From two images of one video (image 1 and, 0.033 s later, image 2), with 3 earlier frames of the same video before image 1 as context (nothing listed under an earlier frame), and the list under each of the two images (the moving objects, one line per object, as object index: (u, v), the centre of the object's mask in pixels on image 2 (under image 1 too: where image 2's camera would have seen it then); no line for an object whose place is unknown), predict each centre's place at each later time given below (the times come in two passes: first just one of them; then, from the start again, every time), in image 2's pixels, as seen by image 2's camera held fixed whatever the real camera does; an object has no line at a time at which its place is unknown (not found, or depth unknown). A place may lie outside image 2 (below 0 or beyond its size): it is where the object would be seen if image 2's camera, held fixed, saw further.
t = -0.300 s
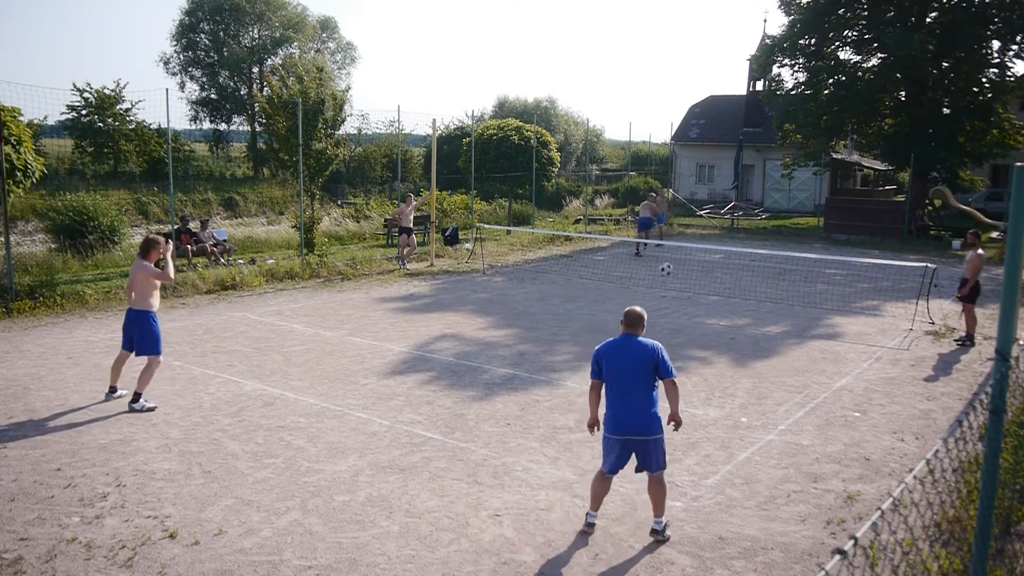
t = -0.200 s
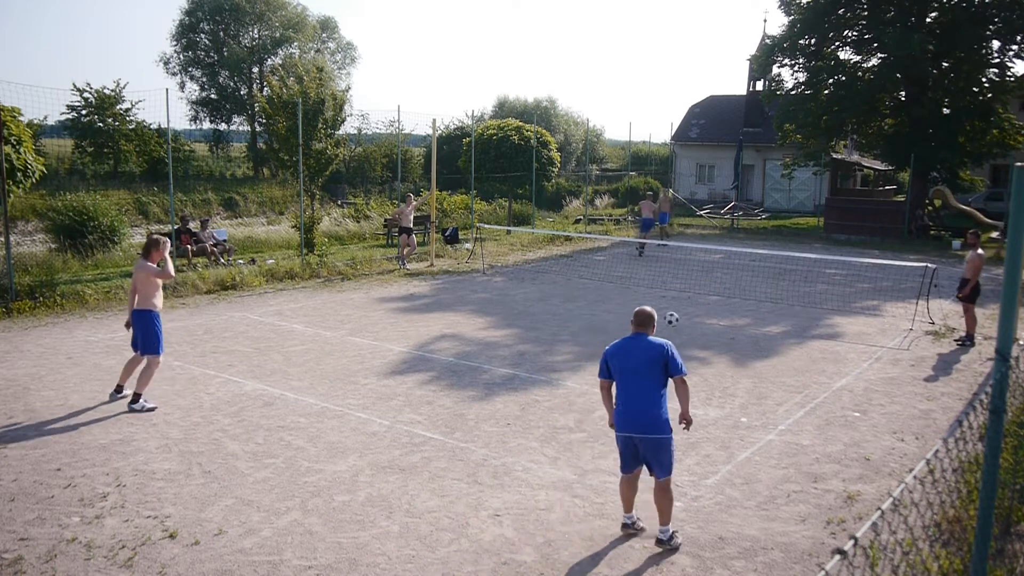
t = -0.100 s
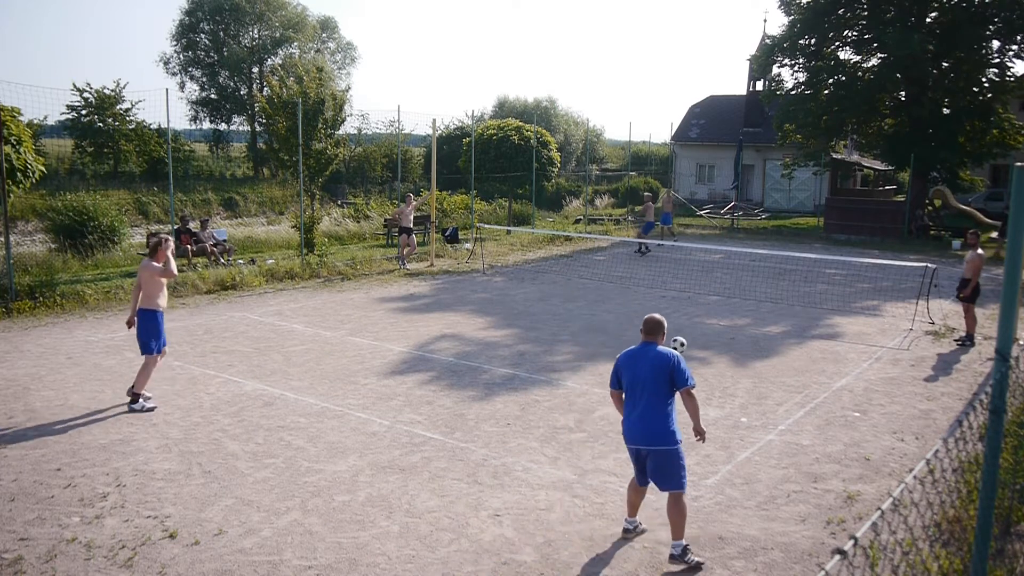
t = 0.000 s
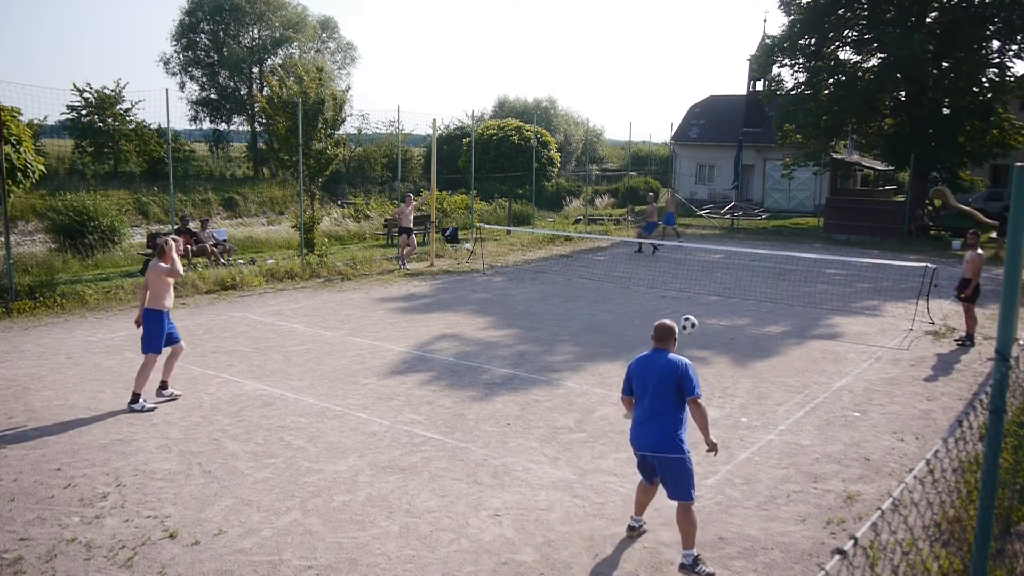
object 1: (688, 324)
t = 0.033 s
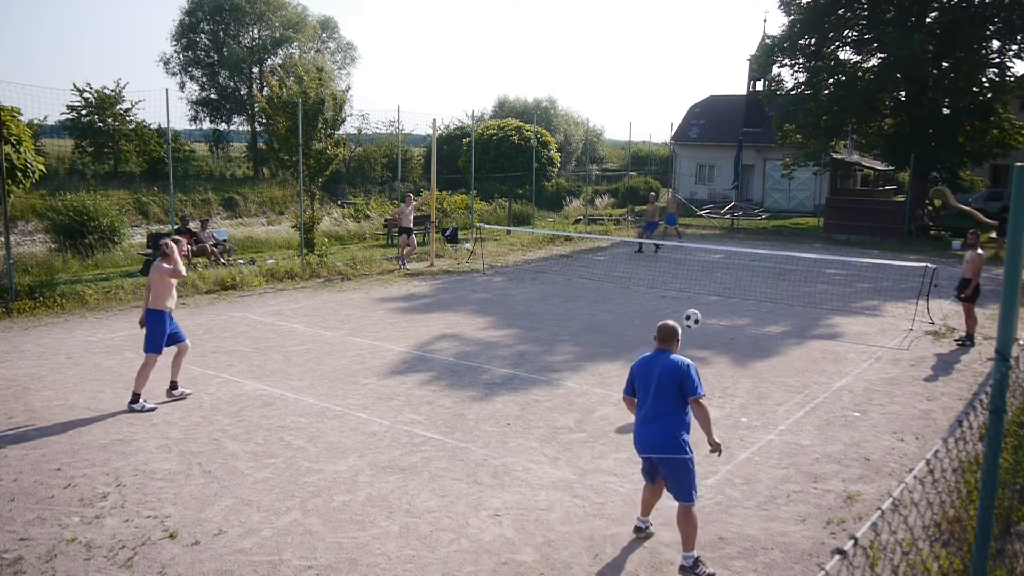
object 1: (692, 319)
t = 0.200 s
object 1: (711, 306)
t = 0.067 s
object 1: (696, 314)
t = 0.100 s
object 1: (699, 310)
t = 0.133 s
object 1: (703, 307)
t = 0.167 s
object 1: (707, 306)
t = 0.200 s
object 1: (711, 306)
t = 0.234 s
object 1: (716, 306)
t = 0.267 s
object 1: (720, 309)
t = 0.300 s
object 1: (725, 312)
